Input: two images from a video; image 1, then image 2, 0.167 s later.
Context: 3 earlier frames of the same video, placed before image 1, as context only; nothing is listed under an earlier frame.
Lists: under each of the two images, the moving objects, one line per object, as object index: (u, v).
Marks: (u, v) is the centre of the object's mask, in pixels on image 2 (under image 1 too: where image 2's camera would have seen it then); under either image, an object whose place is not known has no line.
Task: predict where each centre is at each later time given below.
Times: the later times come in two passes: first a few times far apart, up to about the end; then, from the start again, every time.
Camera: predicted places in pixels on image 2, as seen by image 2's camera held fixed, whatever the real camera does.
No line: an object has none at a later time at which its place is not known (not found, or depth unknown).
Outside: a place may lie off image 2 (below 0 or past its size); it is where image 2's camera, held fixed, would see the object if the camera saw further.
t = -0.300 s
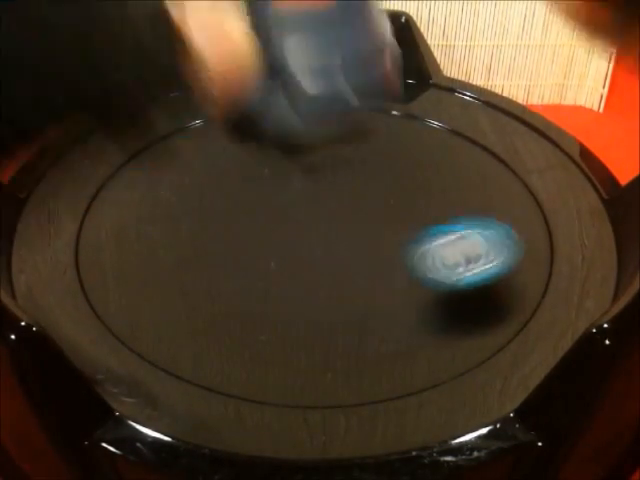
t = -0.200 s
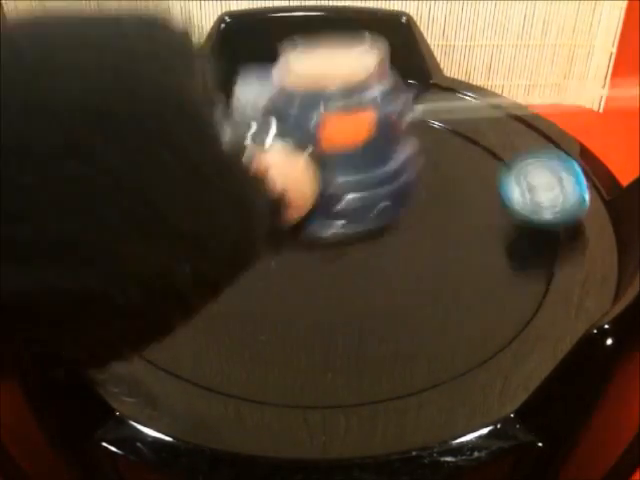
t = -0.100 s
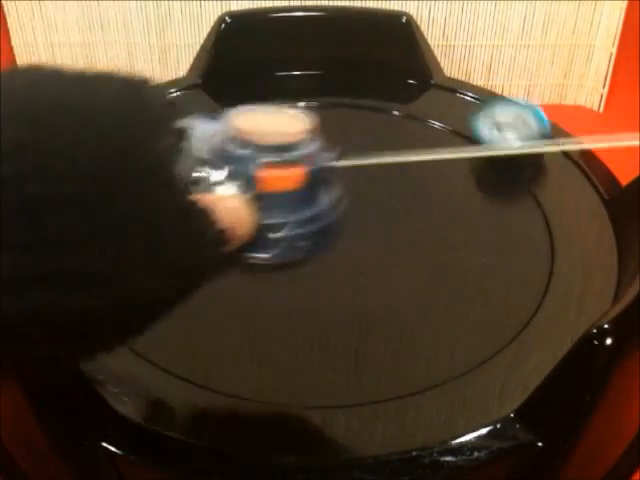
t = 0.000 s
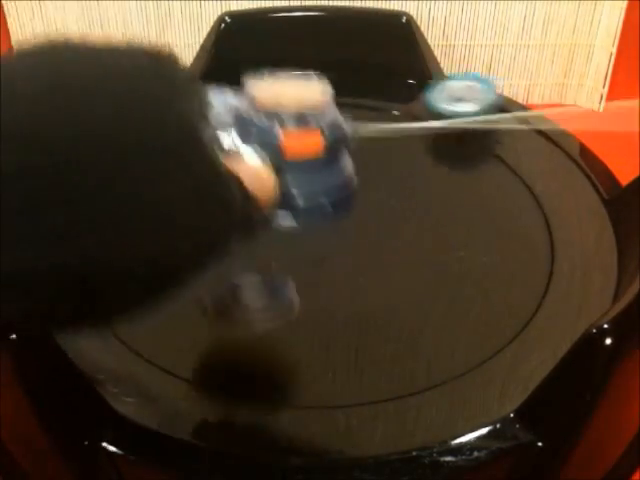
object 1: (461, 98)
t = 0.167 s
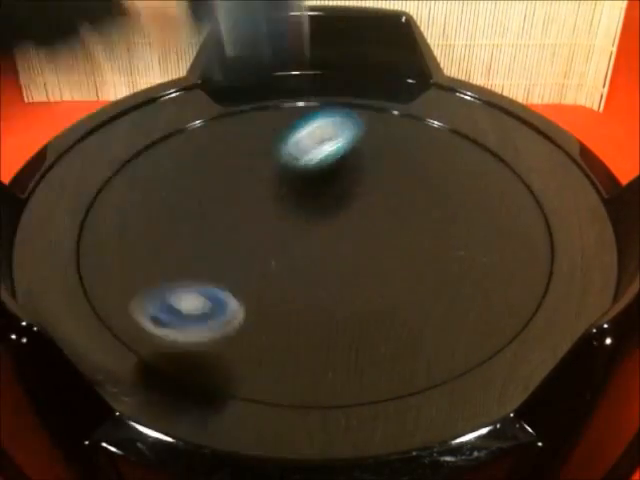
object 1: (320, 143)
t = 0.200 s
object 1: (293, 171)
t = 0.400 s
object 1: (330, 329)
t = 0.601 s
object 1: (559, 290)
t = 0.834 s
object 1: (410, 200)
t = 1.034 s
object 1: (213, 268)
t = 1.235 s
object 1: (342, 369)
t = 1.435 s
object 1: (463, 285)
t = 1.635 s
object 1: (330, 201)
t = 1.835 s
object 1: (519, 128)
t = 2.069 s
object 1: (411, 87)
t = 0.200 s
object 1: (293, 171)
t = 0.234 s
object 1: (272, 197)
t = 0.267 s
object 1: (261, 223)
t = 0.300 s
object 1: (260, 250)
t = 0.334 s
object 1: (270, 279)
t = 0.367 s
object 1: (293, 306)
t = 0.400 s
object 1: (330, 329)
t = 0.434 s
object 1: (376, 346)
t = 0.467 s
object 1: (426, 353)
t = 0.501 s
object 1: (467, 331)
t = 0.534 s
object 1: (502, 319)
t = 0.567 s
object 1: (542, 303)
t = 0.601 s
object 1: (559, 290)
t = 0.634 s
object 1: (556, 271)
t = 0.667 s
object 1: (549, 257)
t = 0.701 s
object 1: (535, 244)
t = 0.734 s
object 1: (513, 228)
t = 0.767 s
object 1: (483, 216)
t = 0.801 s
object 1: (449, 204)
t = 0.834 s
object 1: (410, 200)
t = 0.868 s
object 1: (370, 201)
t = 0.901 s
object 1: (332, 207)
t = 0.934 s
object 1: (294, 217)
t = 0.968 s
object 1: (262, 228)
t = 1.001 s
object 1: (234, 250)
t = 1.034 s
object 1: (213, 268)
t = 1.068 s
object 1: (199, 288)
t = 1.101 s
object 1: (194, 315)
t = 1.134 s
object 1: (201, 344)
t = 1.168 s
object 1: (233, 355)
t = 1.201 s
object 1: (285, 367)
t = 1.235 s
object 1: (342, 369)
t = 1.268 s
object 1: (395, 367)
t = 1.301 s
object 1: (429, 358)
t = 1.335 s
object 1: (451, 347)
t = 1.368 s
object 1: (470, 330)
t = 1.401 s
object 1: (472, 307)
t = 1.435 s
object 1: (463, 285)
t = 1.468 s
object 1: (447, 264)
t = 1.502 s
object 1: (426, 252)
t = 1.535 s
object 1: (397, 229)
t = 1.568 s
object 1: (364, 216)
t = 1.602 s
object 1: (328, 219)
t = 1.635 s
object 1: (330, 201)
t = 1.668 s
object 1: (410, 181)
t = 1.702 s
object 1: (477, 157)
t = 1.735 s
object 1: (522, 136)
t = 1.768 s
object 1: (551, 126)
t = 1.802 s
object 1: (538, 126)
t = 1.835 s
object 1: (519, 128)
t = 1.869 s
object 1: (501, 124)
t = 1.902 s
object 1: (484, 121)
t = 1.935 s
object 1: (470, 118)
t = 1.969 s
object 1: (456, 111)
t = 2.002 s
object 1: (442, 98)
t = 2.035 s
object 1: (429, 100)
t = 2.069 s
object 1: (411, 87)
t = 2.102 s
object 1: (394, 86)
